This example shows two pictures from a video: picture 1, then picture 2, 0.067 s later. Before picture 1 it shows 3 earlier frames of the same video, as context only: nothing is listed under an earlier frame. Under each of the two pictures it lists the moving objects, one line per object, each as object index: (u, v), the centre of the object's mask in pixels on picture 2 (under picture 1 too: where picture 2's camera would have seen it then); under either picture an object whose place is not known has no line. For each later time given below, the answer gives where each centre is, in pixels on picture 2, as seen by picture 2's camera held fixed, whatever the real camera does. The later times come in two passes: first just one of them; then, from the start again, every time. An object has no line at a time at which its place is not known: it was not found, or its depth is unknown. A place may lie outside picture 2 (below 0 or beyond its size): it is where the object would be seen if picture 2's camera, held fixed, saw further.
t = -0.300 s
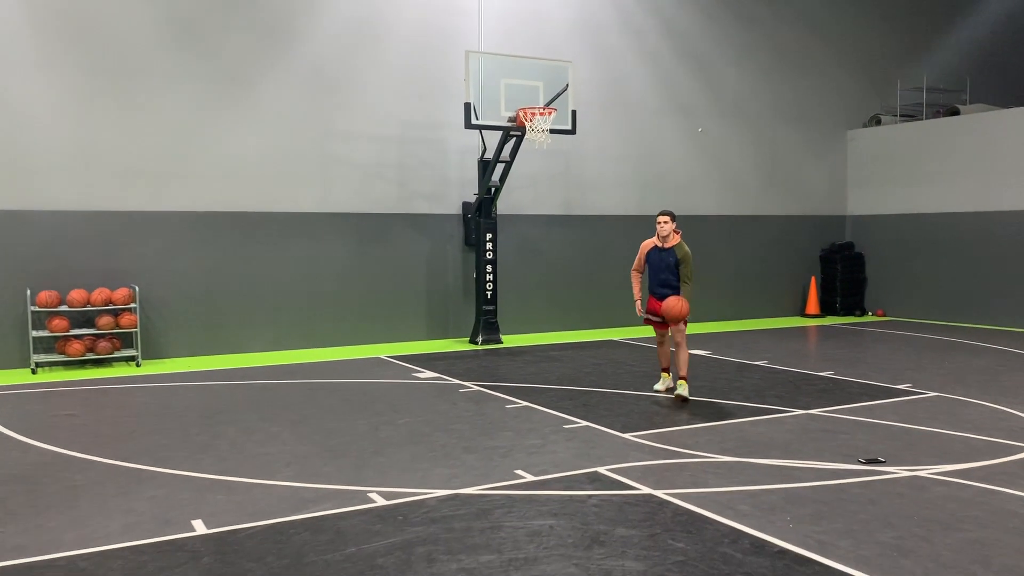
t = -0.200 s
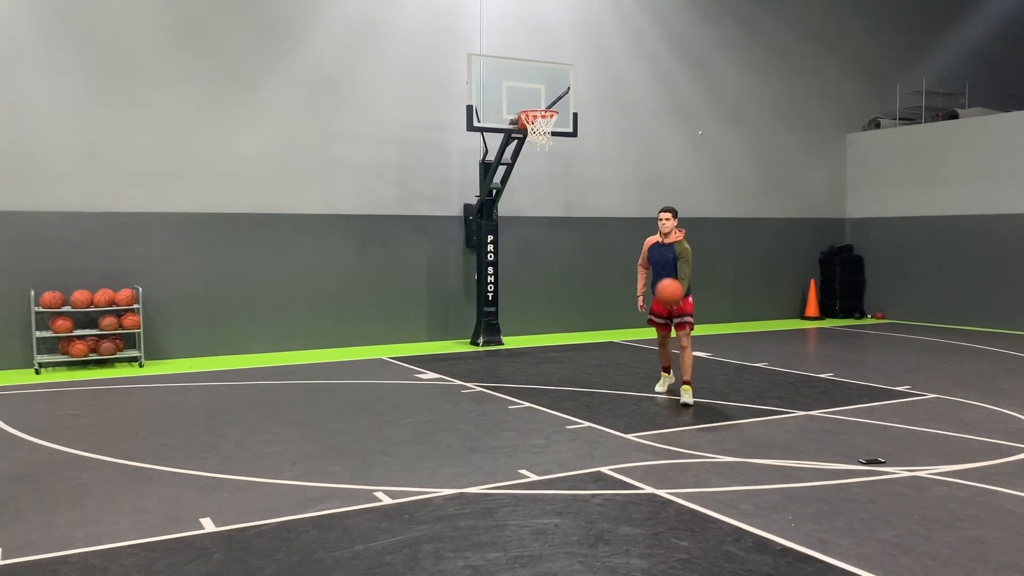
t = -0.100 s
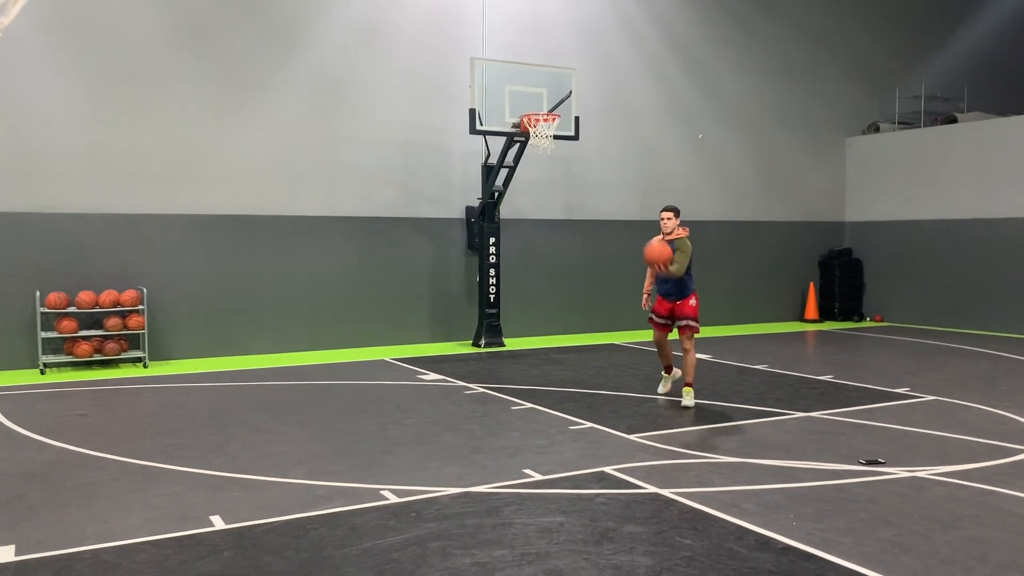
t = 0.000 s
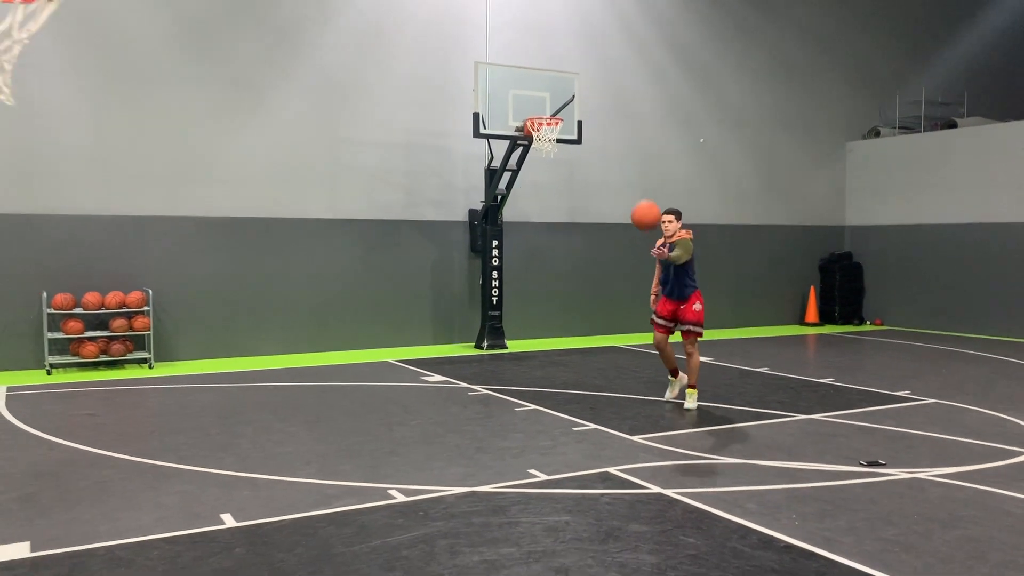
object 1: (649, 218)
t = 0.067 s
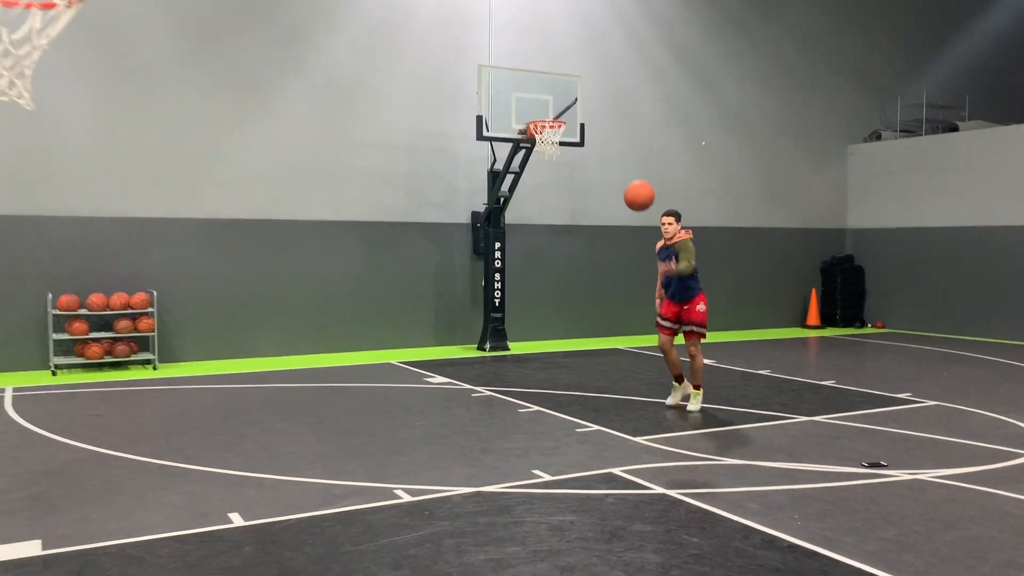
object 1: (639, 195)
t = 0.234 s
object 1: (614, 160)
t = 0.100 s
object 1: (634, 186)
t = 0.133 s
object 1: (629, 177)
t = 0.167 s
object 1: (624, 170)
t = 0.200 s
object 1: (619, 165)
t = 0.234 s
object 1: (614, 160)
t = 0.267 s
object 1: (609, 157)
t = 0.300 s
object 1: (604, 156)
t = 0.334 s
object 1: (598, 156)
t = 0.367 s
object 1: (593, 158)
